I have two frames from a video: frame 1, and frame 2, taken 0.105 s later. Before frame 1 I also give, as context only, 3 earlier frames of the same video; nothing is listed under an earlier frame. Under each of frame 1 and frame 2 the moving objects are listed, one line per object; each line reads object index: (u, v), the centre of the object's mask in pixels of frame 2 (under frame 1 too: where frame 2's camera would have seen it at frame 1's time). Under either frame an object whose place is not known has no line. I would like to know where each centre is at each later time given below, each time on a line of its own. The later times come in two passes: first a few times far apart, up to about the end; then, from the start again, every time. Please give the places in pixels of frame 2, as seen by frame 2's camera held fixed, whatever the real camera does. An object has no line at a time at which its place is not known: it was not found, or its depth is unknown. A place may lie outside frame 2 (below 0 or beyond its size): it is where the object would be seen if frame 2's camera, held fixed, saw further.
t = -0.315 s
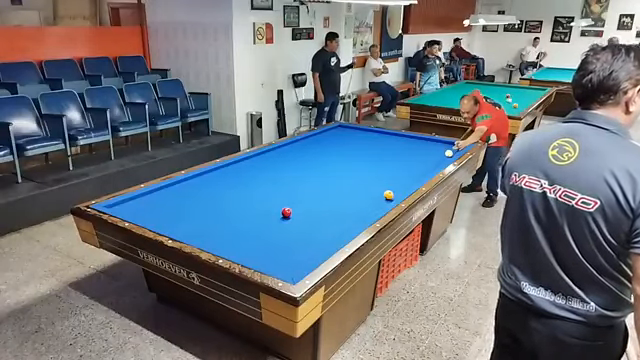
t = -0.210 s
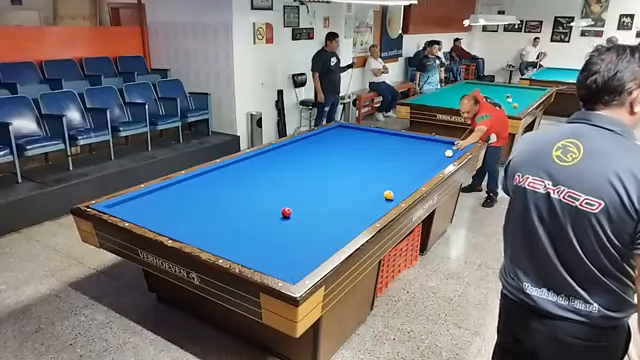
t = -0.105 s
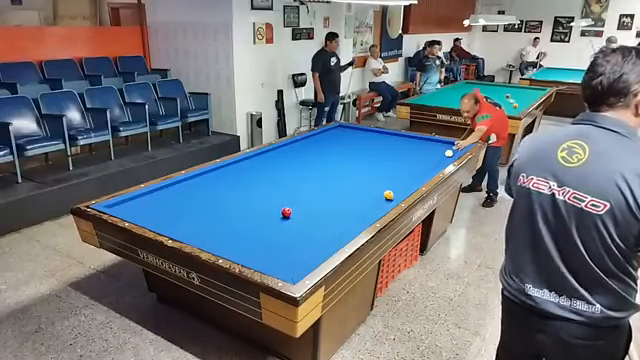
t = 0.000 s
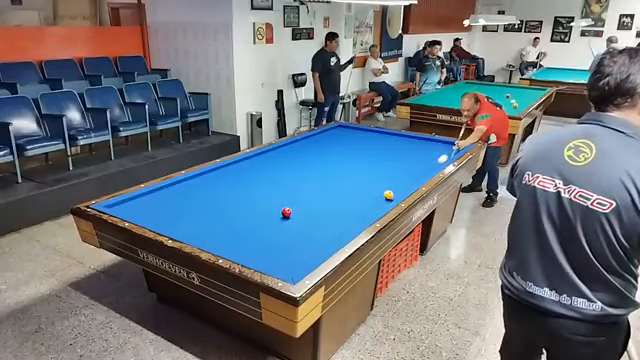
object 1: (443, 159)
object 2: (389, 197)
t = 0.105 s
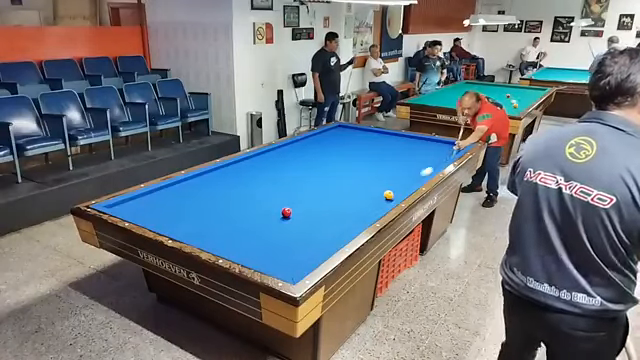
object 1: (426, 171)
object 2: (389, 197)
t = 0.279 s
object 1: (391, 192)
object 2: (386, 199)
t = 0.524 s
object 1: (380, 193)
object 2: (328, 243)
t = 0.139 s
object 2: (389, 197)
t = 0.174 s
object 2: (389, 197)
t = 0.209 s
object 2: (389, 197)
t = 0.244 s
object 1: (396, 188)
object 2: (389, 196)
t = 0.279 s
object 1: (391, 192)
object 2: (386, 199)
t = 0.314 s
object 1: (389, 192)
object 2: (378, 204)
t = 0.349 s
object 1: (387, 192)
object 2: (371, 211)
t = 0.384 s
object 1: (386, 192)
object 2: (363, 217)
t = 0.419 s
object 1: (384, 192)
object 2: (355, 222)
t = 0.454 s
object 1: (383, 193)
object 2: (346, 229)
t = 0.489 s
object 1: (381, 193)
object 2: (337, 236)
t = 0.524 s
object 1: (380, 193)
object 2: (328, 243)
